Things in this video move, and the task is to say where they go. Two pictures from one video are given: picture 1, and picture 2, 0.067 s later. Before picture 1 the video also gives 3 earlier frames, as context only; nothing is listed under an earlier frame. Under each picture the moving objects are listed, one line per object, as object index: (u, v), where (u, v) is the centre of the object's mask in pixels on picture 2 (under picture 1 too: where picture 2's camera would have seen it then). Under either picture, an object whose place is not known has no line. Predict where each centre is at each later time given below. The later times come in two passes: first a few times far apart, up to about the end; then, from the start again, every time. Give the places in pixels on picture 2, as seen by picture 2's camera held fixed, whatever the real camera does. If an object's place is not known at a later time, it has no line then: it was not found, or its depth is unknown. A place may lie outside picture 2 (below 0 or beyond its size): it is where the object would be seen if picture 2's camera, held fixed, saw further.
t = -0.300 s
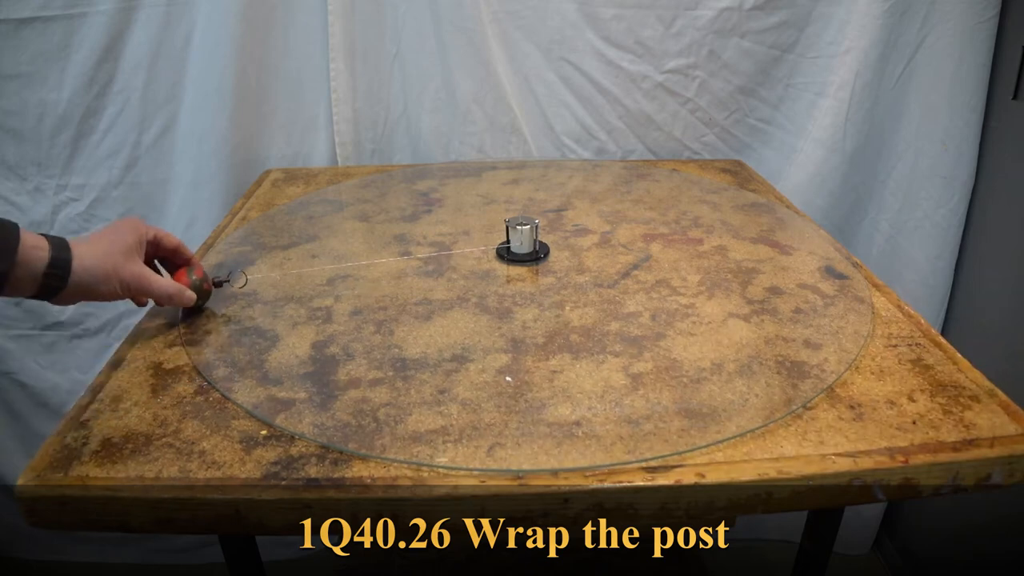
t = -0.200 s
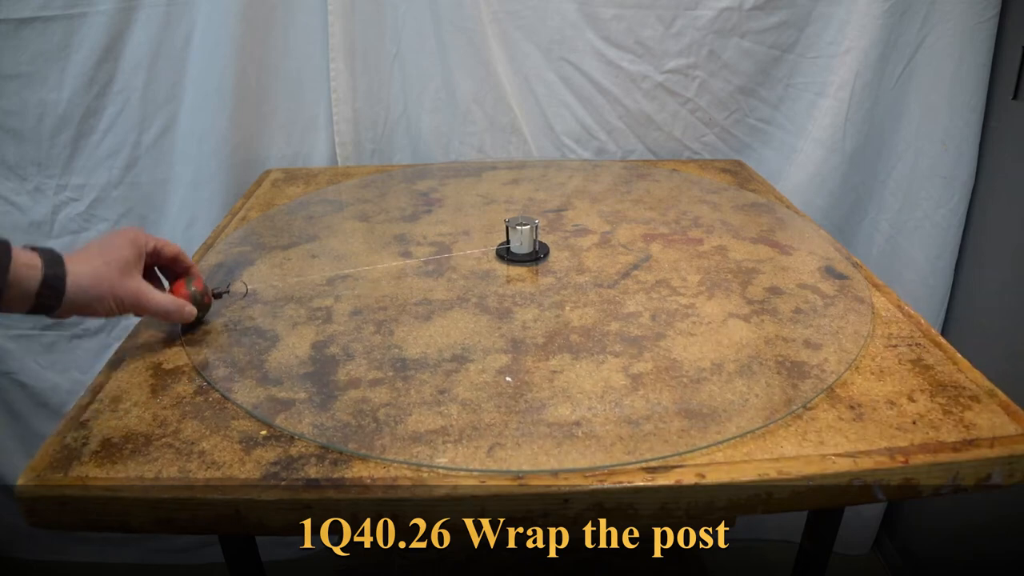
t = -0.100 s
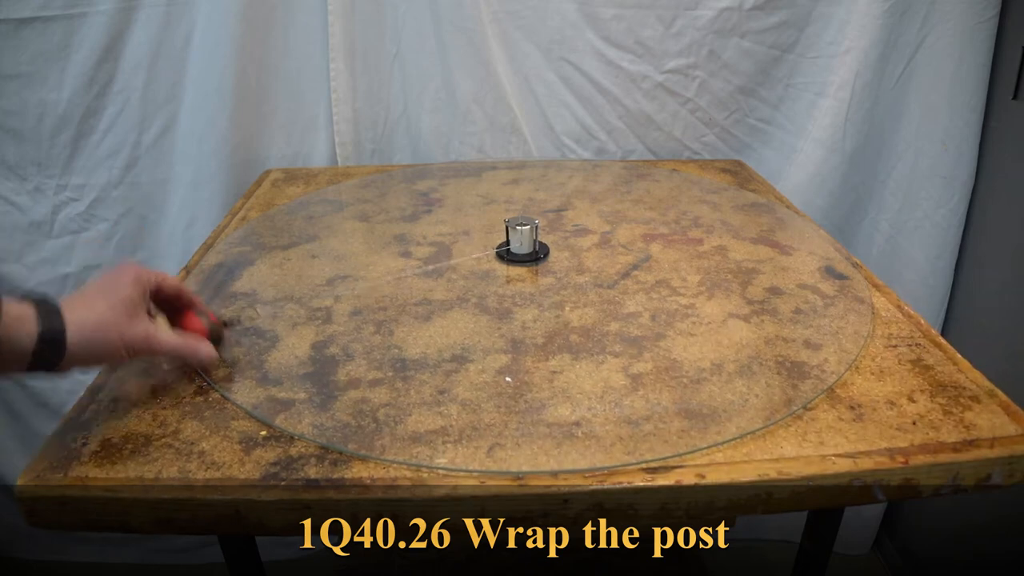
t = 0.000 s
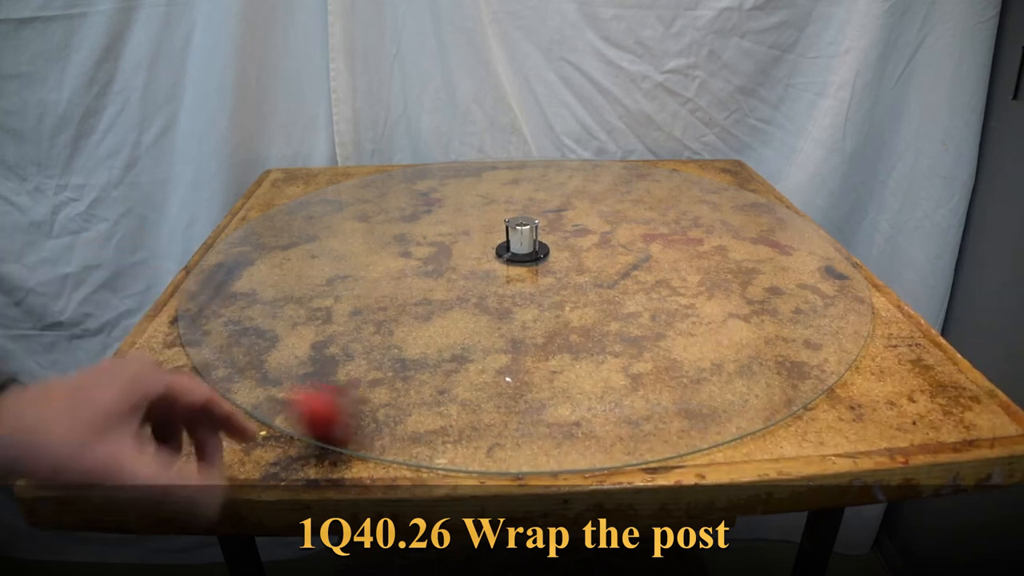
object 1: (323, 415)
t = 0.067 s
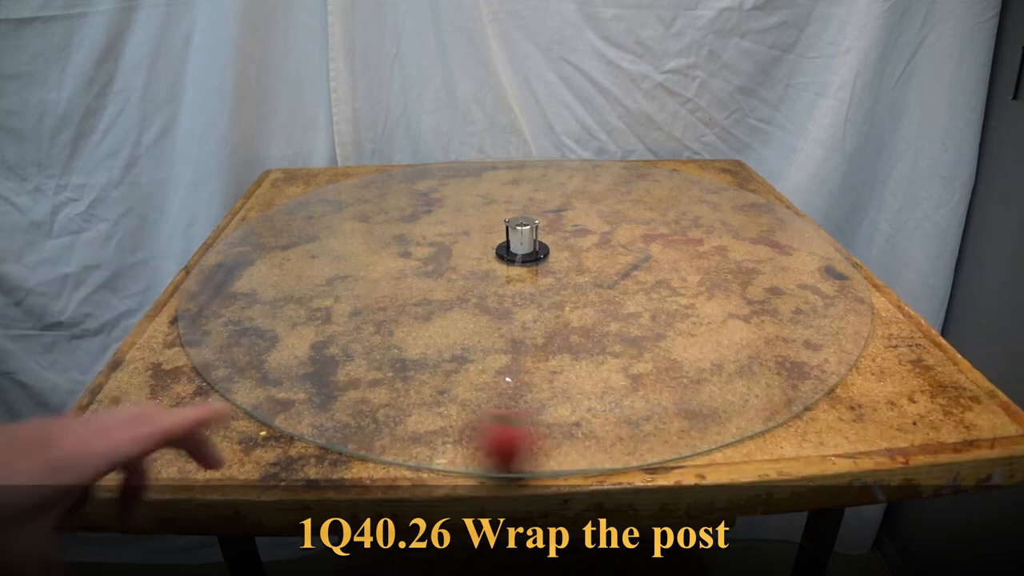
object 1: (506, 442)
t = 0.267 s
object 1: (847, 327)
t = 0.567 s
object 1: (710, 181)
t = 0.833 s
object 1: (447, 162)
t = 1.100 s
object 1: (252, 246)
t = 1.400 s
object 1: (534, 373)
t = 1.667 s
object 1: (755, 245)
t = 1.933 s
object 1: (555, 176)
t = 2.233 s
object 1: (337, 242)
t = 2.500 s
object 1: (585, 305)
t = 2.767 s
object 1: (604, 201)
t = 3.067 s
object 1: (433, 251)
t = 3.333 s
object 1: (540, 215)
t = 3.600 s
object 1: (575, 234)
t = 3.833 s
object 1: (543, 253)
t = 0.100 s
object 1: (600, 439)
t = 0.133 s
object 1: (682, 425)
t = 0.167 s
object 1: (747, 404)
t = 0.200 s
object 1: (795, 380)
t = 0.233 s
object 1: (831, 355)
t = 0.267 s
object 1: (847, 327)
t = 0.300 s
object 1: (856, 303)
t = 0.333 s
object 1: (852, 280)
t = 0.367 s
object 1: (845, 260)
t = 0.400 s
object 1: (832, 246)
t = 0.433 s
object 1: (814, 226)
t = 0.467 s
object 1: (791, 212)
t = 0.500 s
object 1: (768, 201)
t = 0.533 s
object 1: (741, 188)
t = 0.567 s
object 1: (710, 181)
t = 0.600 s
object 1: (680, 172)
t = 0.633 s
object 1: (649, 166)
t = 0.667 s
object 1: (615, 162)
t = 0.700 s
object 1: (582, 159)
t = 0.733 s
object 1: (548, 156)
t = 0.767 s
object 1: (515, 158)
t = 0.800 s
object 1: (482, 159)
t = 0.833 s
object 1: (447, 162)
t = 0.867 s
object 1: (417, 167)
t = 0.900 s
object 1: (385, 172)
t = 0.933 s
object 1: (357, 181)
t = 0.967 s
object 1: (329, 190)
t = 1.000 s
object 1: (305, 201)
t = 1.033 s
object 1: (282, 215)
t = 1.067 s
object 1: (265, 229)
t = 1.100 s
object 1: (252, 246)
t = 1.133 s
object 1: (246, 264)
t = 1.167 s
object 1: (248, 283)
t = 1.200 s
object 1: (257, 303)
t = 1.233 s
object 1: (279, 322)
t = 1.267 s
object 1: (313, 340)
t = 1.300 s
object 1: (353, 356)
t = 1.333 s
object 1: (409, 367)
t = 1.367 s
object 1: (470, 373)
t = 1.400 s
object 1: (534, 373)
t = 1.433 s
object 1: (594, 365)
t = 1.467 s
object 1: (648, 355)
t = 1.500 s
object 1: (694, 338)
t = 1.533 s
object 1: (725, 320)
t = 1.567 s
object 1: (747, 301)
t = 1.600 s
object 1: (758, 282)
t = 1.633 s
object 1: (761, 263)
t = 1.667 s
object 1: (755, 245)
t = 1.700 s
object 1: (742, 229)
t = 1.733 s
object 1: (724, 216)
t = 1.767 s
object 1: (699, 205)
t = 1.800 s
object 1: (676, 196)
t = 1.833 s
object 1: (648, 187)
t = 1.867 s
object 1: (617, 181)
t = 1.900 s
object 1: (587, 179)
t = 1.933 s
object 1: (555, 176)
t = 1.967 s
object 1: (521, 176)
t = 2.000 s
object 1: (489, 178)
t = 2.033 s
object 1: (459, 180)
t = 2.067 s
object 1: (429, 187)
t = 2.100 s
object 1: (402, 193)
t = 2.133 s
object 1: (378, 202)
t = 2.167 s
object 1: (357, 214)
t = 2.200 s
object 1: (344, 227)
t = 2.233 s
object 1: (337, 242)
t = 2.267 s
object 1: (337, 258)
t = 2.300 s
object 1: (347, 273)
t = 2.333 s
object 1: (366, 289)
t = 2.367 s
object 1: (400, 301)
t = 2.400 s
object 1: (442, 309)
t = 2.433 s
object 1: (491, 312)
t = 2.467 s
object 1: (541, 311)
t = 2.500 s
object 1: (585, 305)
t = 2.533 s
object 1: (623, 294)
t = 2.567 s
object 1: (650, 279)
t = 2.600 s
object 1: (665, 264)
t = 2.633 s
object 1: (669, 248)
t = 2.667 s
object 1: (663, 233)
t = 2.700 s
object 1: (649, 220)
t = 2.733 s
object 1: (629, 210)
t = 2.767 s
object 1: (604, 201)
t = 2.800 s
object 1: (574, 196)
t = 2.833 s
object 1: (544, 196)
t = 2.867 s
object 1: (513, 196)
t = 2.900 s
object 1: (485, 199)
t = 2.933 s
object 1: (458, 206)
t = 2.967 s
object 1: (436, 215)
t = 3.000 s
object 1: (424, 227)
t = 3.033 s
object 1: (423, 239)
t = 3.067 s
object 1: (433, 251)
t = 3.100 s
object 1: (457, 262)
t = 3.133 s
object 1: (492, 267)
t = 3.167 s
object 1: (529, 266)
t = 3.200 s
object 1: (562, 259)
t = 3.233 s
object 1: (578, 246)
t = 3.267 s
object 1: (579, 234)
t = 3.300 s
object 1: (560, 223)
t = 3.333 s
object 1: (540, 215)
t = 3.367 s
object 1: (533, 213)
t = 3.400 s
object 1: (543, 218)
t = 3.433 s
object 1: (551, 221)
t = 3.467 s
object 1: (558, 224)
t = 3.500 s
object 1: (564, 226)
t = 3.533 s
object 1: (571, 228)
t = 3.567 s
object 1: (574, 231)
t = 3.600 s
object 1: (575, 234)
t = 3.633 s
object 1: (575, 237)
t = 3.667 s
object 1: (573, 241)
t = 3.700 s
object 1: (570, 243)
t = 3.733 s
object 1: (565, 246)
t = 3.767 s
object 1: (558, 249)
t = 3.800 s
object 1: (550, 251)
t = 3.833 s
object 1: (543, 253)
